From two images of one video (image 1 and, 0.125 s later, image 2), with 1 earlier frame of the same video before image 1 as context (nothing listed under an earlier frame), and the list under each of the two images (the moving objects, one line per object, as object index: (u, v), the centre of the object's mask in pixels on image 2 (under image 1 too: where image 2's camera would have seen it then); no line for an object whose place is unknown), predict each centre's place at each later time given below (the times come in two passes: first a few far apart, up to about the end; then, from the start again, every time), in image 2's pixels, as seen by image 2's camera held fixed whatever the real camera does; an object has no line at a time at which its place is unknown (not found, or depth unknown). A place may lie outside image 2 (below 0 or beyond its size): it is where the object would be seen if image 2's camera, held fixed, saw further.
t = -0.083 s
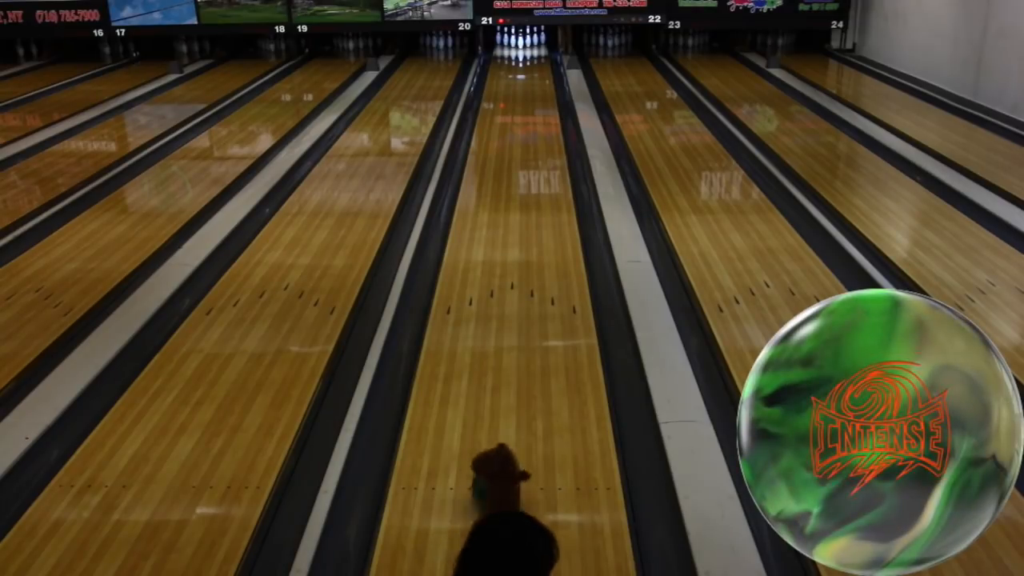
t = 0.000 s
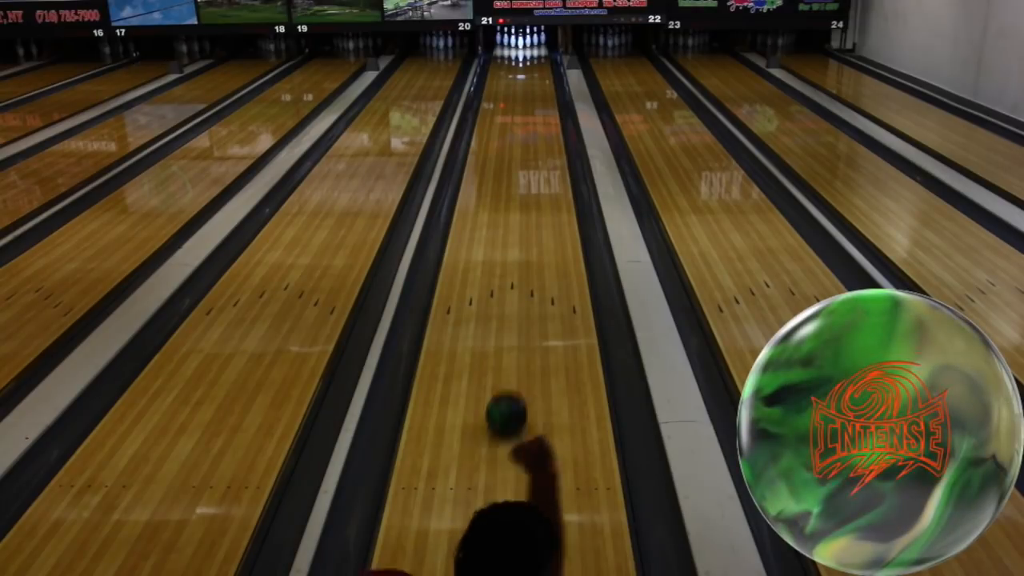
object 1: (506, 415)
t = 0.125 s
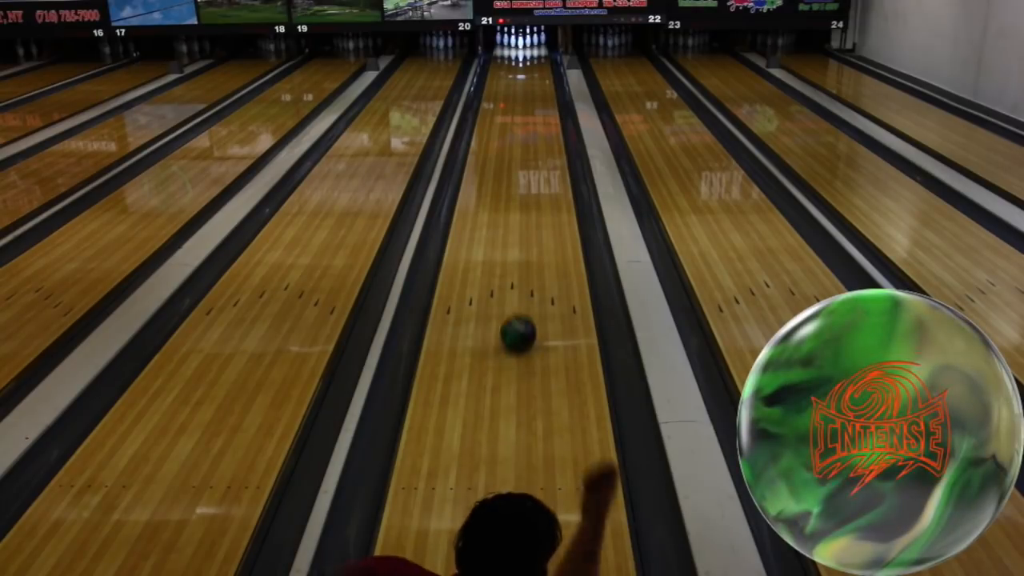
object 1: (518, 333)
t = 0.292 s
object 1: (528, 261)
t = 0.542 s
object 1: (538, 191)
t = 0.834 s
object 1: (543, 139)
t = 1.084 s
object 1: (545, 109)
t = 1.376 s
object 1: (544, 83)
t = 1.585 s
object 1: (540, 69)
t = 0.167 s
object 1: (521, 313)
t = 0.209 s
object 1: (524, 293)
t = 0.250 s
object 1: (526, 277)
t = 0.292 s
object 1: (528, 261)
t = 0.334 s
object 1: (530, 247)
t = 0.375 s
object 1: (532, 234)
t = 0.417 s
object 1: (534, 222)
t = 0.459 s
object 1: (535, 211)
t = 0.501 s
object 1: (536, 201)
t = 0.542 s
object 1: (538, 191)
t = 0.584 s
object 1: (539, 182)
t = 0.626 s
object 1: (540, 173)
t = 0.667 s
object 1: (540, 166)
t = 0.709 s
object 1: (541, 158)
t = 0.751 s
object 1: (542, 152)
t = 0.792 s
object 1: (543, 145)
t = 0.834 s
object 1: (543, 139)
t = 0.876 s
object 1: (544, 133)
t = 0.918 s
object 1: (544, 127)
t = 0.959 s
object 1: (544, 122)
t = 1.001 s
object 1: (545, 117)
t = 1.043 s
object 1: (545, 112)
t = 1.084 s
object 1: (545, 109)
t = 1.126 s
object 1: (546, 104)
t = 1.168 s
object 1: (546, 100)
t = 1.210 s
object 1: (546, 96)
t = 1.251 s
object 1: (545, 93)
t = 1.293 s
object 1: (545, 89)
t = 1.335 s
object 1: (545, 86)
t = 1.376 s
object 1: (544, 83)
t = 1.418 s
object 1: (544, 80)
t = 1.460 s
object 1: (543, 77)
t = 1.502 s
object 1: (542, 74)
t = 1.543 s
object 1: (541, 72)
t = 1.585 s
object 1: (540, 69)
